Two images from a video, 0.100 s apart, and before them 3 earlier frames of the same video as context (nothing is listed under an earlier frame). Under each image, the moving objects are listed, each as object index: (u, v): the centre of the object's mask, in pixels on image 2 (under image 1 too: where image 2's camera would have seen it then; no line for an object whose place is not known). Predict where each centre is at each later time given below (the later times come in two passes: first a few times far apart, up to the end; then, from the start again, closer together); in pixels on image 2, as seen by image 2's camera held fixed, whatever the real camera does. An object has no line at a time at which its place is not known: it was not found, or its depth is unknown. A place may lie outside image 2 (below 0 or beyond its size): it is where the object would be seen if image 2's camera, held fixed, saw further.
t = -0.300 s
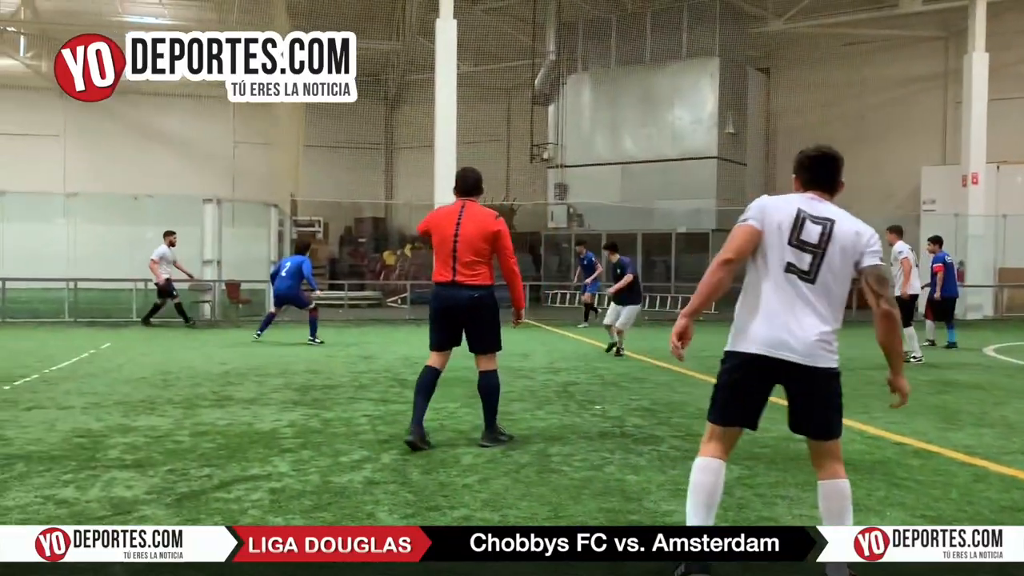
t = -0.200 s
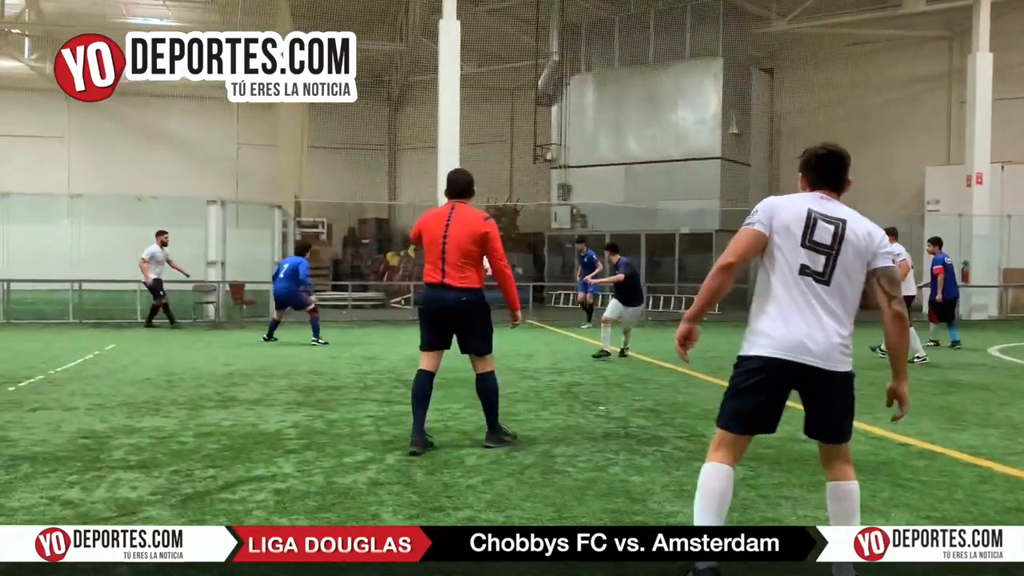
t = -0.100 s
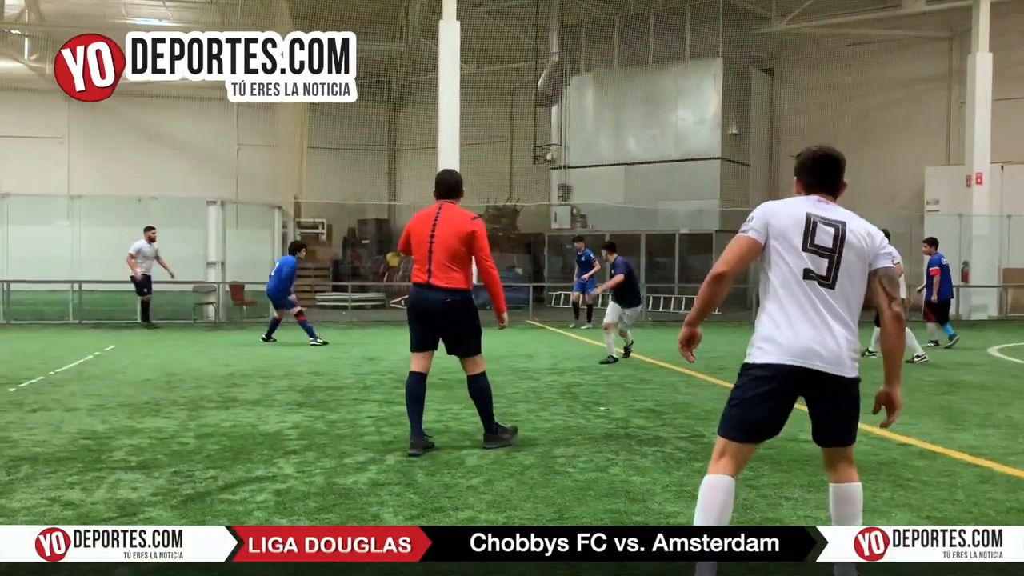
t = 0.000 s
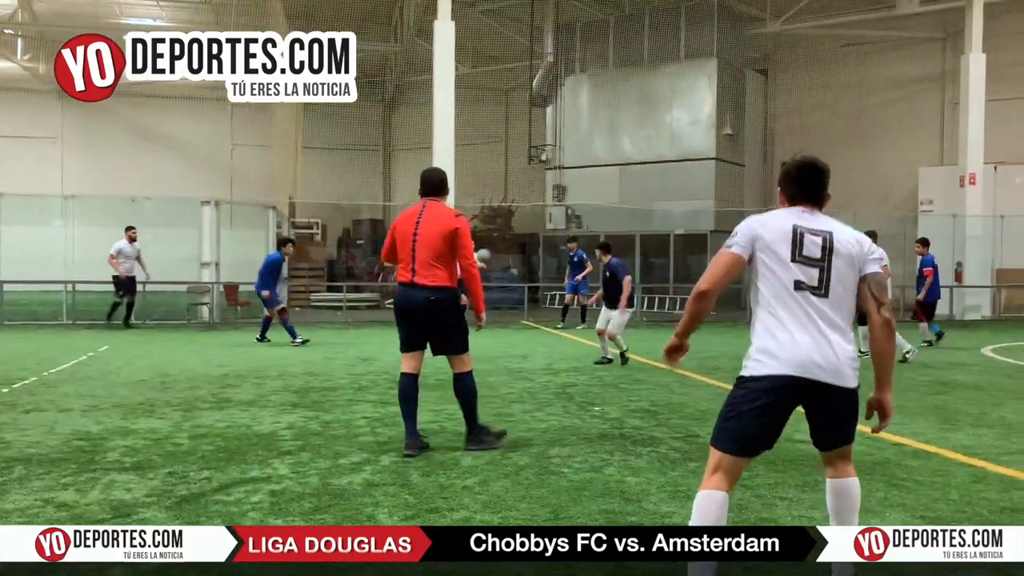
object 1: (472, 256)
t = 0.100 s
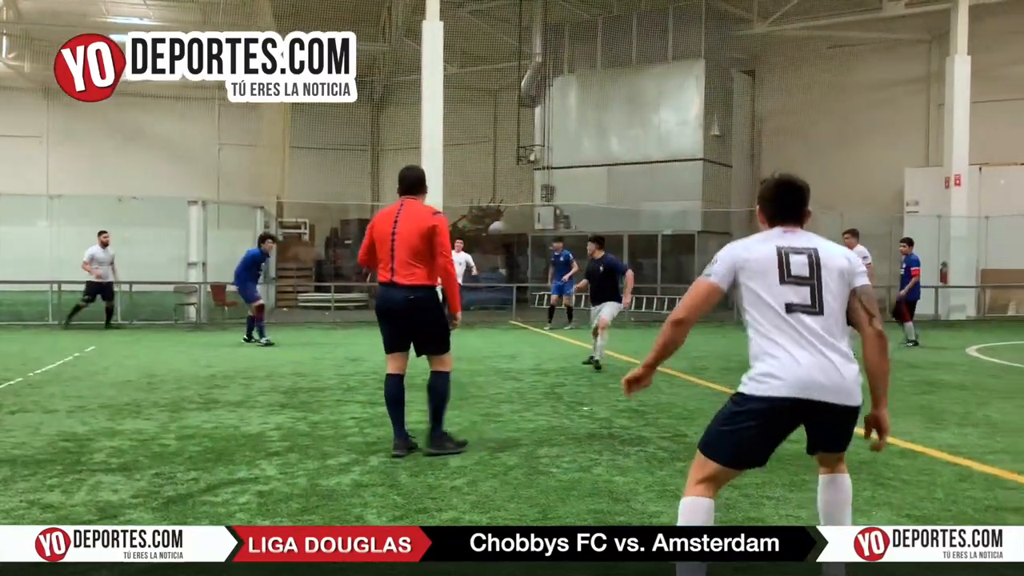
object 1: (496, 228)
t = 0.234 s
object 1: (544, 195)
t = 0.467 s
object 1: (673, 152)
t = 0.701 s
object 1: (937, 142)
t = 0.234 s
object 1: (544, 195)
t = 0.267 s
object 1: (554, 190)
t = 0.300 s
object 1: (572, 183)
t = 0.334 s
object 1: (588, 174)
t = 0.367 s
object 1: (608, 170)
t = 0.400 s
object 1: (627, 163)
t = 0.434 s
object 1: (649, 157)
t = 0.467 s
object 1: (673, 152)
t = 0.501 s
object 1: (700, 146)
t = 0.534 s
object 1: (730, 141)
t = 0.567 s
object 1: (762, 139)
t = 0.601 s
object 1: (798, 138)
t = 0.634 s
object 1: (839, 138)
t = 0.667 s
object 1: (885, 139)
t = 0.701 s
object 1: (937, 142)
